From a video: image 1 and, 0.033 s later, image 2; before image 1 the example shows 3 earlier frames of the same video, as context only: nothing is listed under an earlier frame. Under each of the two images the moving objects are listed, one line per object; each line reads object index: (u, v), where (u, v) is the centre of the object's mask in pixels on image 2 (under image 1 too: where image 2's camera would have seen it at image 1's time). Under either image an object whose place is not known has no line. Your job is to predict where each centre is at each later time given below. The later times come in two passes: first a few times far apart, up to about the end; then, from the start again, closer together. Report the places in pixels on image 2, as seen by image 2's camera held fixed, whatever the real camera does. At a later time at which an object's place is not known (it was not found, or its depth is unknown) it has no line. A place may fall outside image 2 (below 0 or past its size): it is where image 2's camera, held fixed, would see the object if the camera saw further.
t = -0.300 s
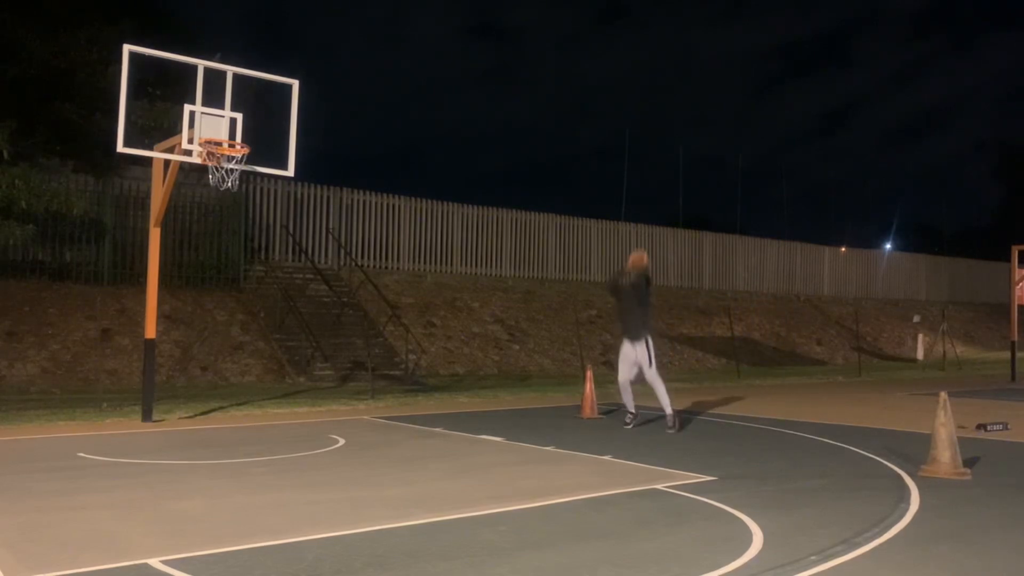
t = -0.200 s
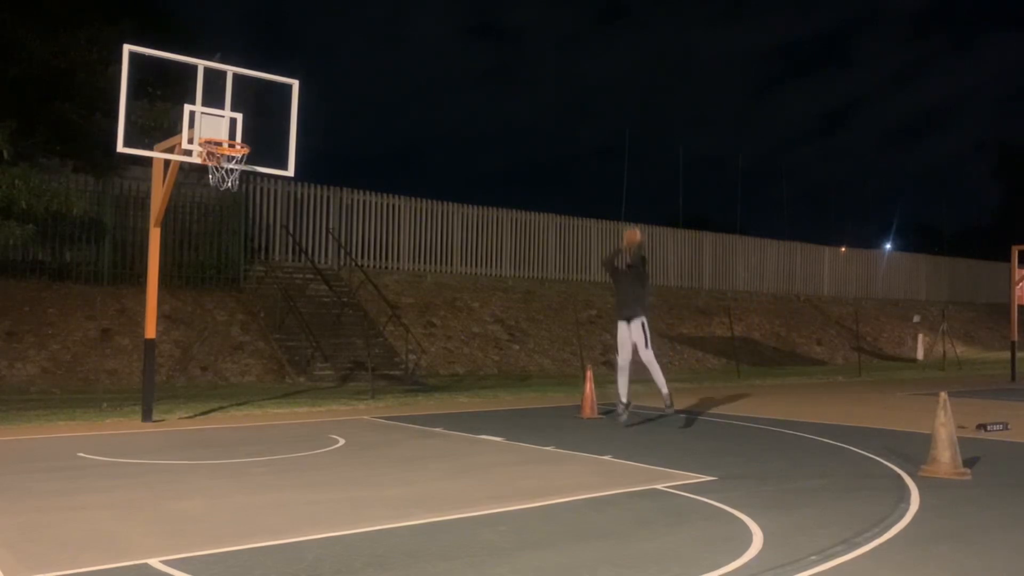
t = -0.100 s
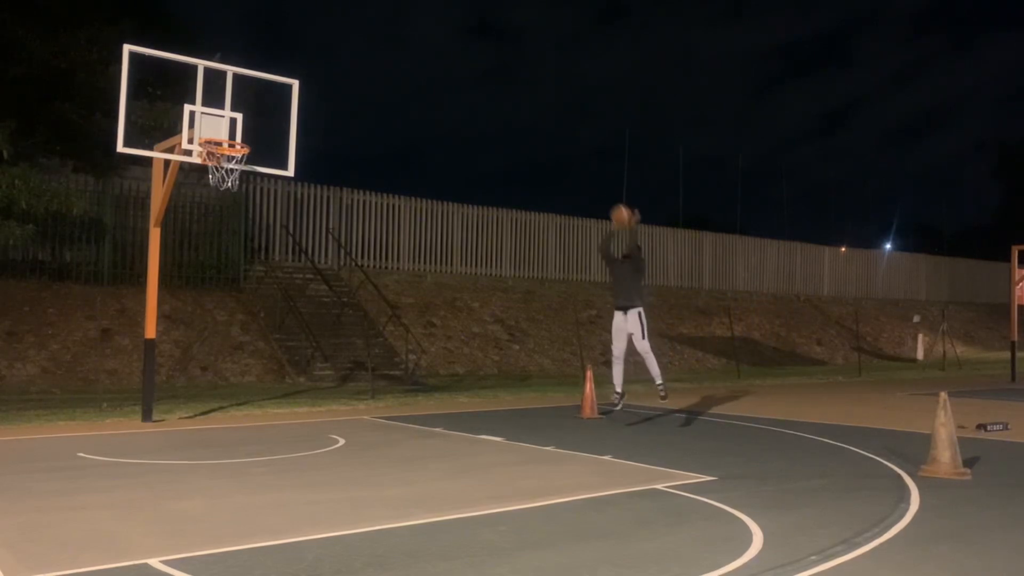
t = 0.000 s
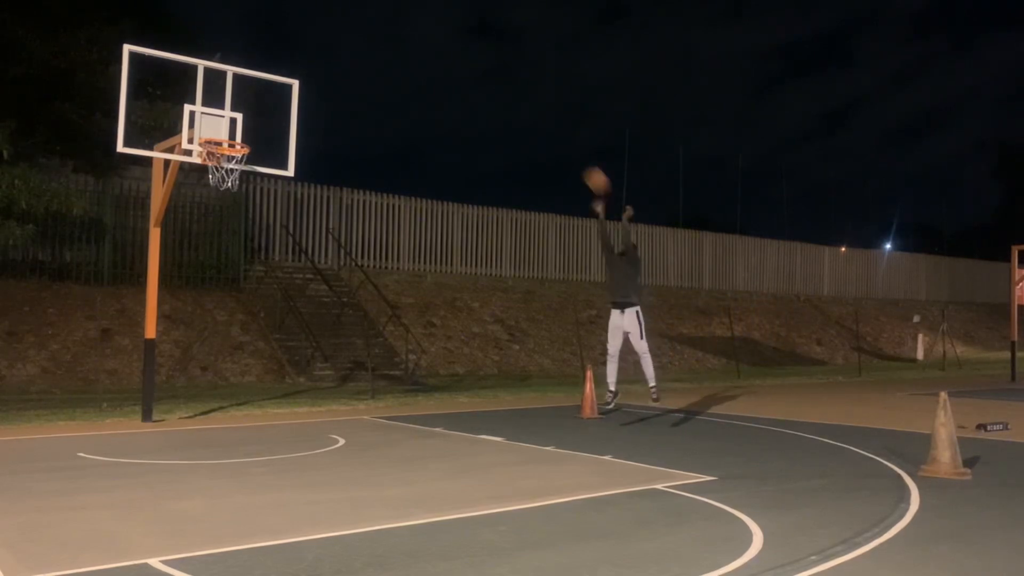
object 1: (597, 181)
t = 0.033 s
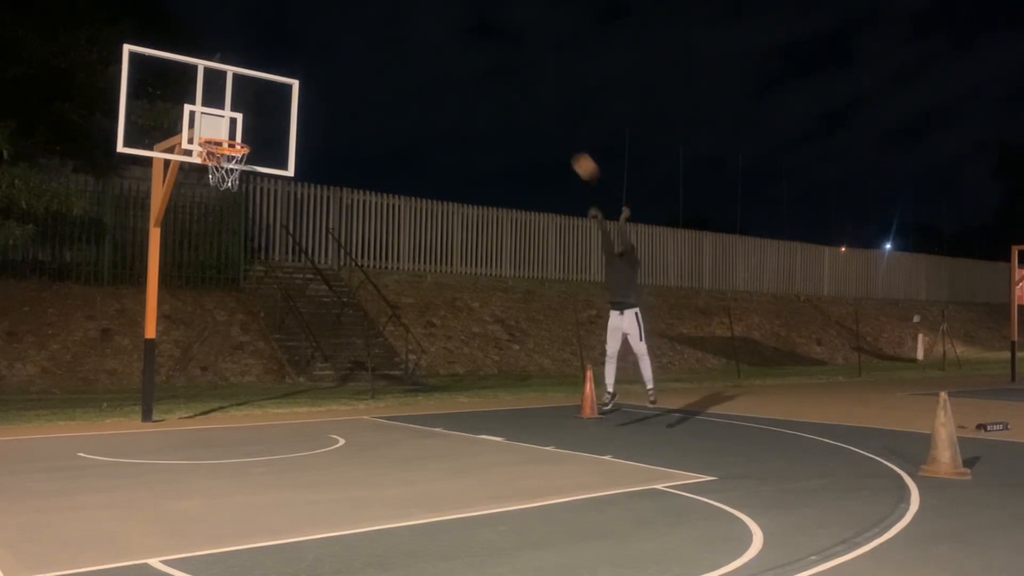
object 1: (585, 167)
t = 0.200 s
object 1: (525, 110)
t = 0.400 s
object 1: (449, 70)
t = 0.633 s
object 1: (356, 68)
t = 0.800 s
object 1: (281, 98)
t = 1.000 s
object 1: (205, 155)
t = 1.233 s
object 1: (203, 184)
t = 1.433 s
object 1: (202, 250)
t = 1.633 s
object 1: (197, 353)
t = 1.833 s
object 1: (199, 395)
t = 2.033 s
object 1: (208, 330)
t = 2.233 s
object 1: (217, 305)
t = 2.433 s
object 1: (223, 318)
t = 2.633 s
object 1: (227, 370)
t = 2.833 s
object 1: (232, 410)
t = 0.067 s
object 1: (574, 154)
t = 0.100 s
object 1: (561, 141)
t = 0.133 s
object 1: (549, 130)
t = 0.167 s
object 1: (537, 120)
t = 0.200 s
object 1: (525, 110)
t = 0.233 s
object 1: (513, 101)
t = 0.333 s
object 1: (474, 80)
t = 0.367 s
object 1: (461, 75)
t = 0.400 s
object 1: (449, 70)
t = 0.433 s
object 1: (436, 67)
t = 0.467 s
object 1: (423, 65)
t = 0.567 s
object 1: (383, 64)
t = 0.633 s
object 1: (356, 68)
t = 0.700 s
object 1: (328, 76)
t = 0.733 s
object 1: (314, 82)
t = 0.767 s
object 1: (299, 89)
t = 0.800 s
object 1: (281, 98)
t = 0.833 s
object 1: (268, 106)
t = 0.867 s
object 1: (256, 114)
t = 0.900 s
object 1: (243, 124)
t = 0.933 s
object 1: (225, 134)
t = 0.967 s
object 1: (209, 152)
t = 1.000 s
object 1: (205, 155)
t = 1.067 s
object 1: (205, 159)
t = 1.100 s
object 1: (205, 160)
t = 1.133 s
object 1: (205, 161)
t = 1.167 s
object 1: (204, 170)
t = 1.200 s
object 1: (204, 177)
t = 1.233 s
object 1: (203, 184)
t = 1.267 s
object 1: (203, 192)
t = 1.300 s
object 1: (203, 201)
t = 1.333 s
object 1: (202, 212)
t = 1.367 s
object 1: (202, 223)
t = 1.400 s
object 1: (202, 235)
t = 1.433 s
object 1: (202, 250)
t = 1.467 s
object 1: (201, 264)
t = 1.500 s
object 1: (201, 280)
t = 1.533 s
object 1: (200, 297)
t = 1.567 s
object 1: (200, 314)
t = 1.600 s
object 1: (198, 333)
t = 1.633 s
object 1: (197, 353)
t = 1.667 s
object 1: (196, 374)
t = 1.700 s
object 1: (195, 397)
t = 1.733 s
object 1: (194, 420)
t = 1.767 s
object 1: (194, 428)
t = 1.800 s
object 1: (197, 410)
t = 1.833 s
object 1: (199, 395)
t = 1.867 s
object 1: (200, 382)
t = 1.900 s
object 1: (202, 369)
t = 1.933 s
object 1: (203, 358)
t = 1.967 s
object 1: (206, 349)
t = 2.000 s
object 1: (207, 339)
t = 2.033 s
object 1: (208, 330)
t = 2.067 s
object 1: (210, 323)
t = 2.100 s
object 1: (211, 317)
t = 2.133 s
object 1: (212, 312)
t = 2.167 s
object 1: (214, 309)
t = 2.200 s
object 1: (215, 307)
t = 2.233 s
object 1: (217, 305)
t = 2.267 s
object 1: (218, 305)
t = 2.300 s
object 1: (219, 305)
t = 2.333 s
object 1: (220, 307)
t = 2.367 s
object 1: (221, 310)
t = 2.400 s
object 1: (222, 313)
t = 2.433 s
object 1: (223, 318)
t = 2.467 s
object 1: (224, 324)
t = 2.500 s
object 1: (225, 331)
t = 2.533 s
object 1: (226, 339)
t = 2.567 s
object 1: (226, 347)
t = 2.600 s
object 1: (227, 358)
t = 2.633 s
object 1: (227, 370)
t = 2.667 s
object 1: (229, 381)
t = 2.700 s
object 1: (229, 394)
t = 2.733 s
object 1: (230, 408)
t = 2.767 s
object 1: (231, 424)
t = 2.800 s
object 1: (231, 422)
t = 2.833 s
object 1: (232, 410)
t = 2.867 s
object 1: (232, 401)
